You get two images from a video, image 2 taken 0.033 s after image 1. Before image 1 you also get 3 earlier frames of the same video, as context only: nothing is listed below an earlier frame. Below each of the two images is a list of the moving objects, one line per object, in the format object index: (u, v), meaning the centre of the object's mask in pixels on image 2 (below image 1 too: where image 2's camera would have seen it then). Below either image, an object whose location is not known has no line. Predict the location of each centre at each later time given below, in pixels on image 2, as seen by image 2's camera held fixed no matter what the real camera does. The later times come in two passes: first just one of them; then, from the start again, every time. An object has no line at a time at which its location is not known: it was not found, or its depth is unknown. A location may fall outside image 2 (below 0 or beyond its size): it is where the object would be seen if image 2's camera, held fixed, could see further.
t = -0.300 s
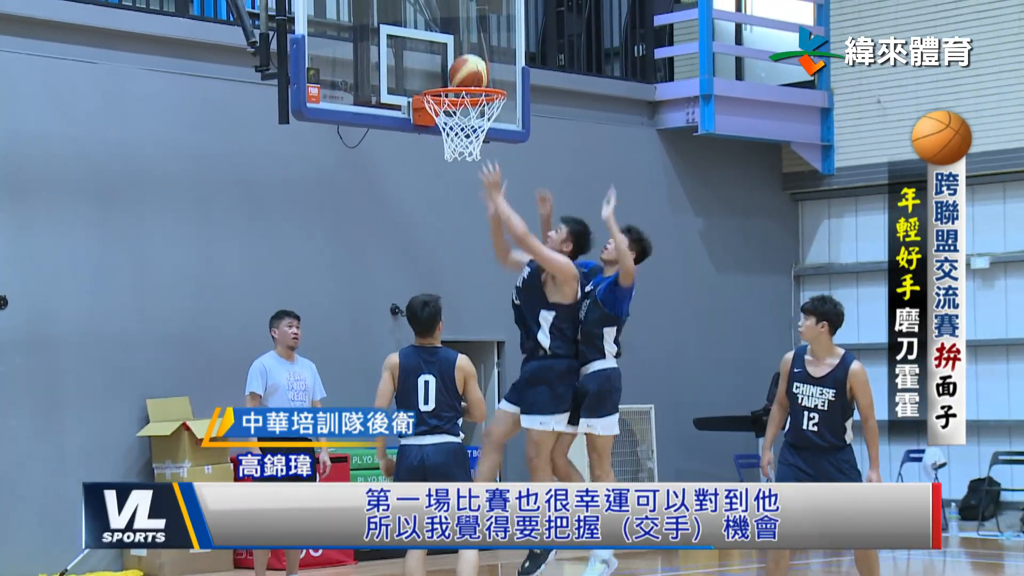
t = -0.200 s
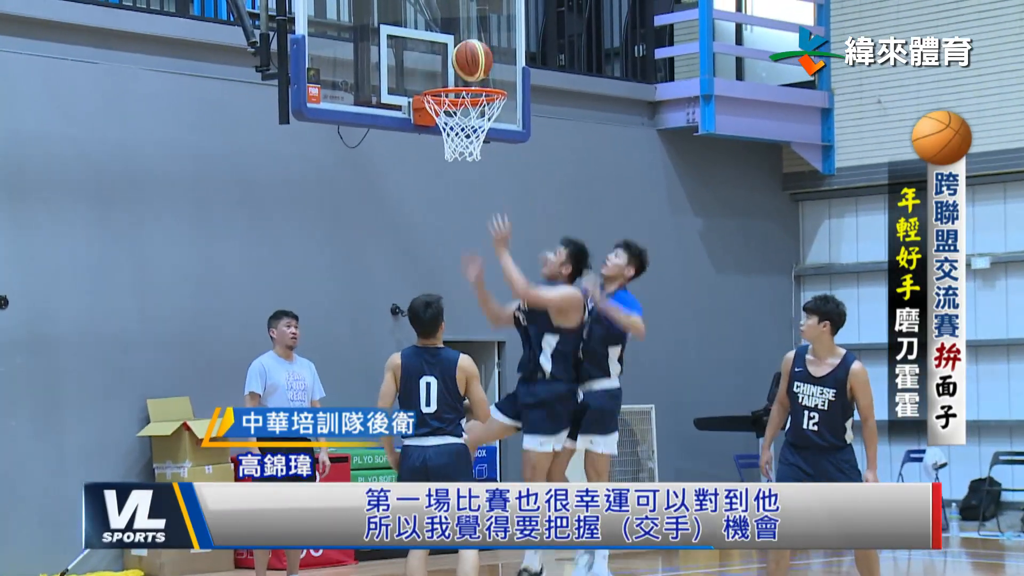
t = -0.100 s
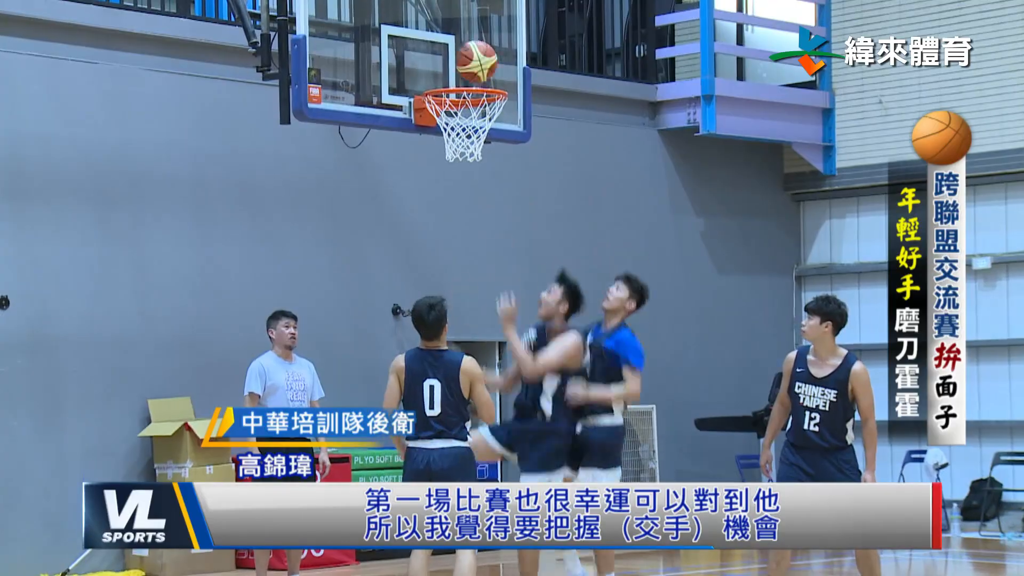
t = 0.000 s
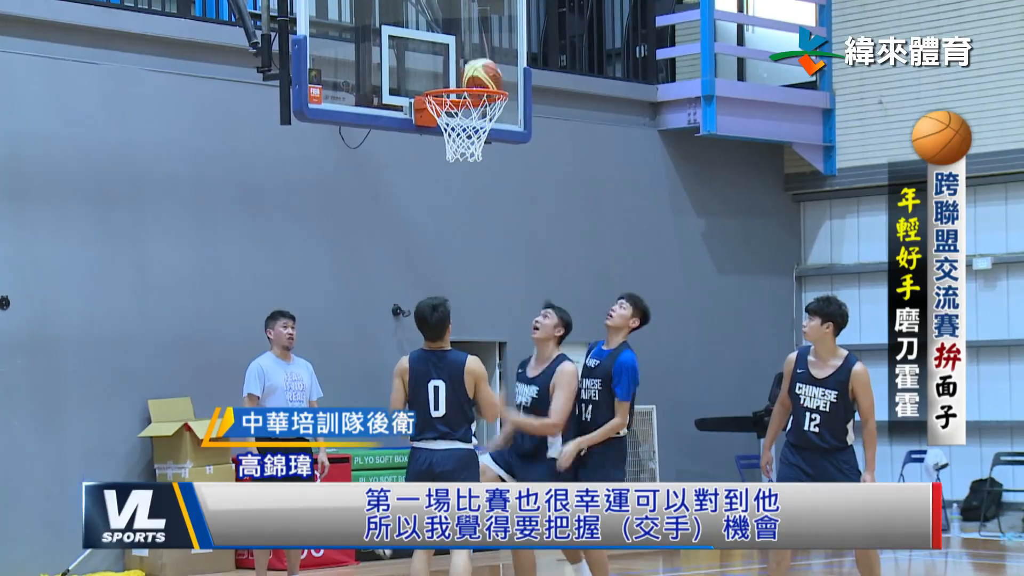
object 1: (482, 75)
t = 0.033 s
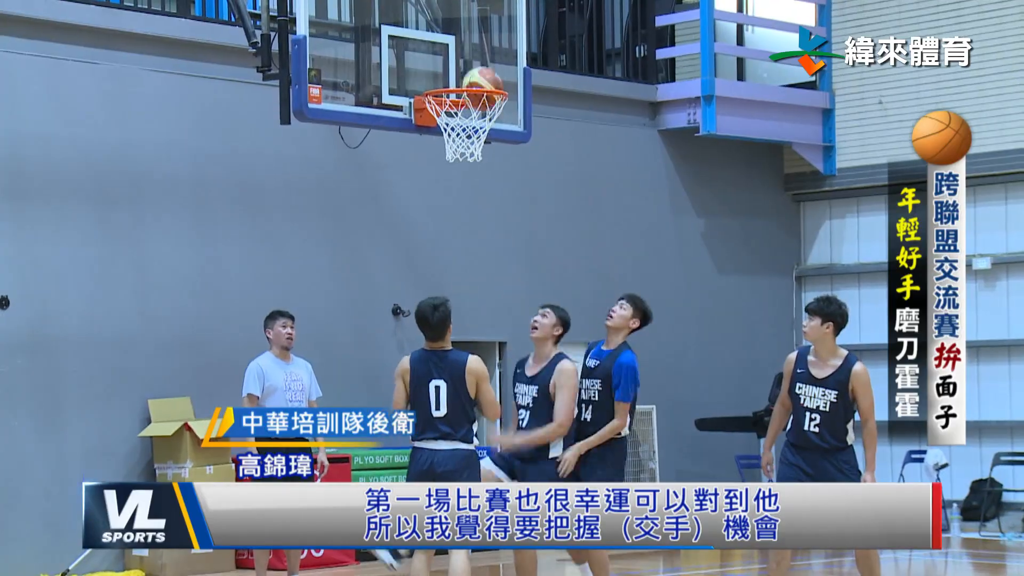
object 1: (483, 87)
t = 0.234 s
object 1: (473, 143)
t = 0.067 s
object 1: (484, 102)
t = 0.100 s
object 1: (484, 115)
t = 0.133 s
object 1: (485, 124)
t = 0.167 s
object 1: (482, 129)
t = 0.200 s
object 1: (478, 135)
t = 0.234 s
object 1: (473, 143)
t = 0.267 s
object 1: (470, 156)
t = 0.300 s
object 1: (465, 165)
